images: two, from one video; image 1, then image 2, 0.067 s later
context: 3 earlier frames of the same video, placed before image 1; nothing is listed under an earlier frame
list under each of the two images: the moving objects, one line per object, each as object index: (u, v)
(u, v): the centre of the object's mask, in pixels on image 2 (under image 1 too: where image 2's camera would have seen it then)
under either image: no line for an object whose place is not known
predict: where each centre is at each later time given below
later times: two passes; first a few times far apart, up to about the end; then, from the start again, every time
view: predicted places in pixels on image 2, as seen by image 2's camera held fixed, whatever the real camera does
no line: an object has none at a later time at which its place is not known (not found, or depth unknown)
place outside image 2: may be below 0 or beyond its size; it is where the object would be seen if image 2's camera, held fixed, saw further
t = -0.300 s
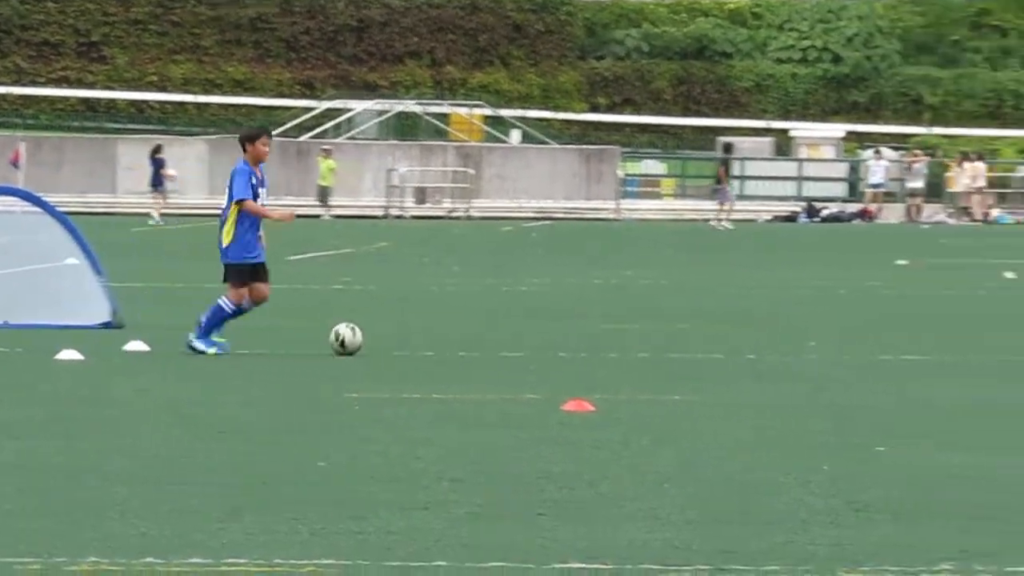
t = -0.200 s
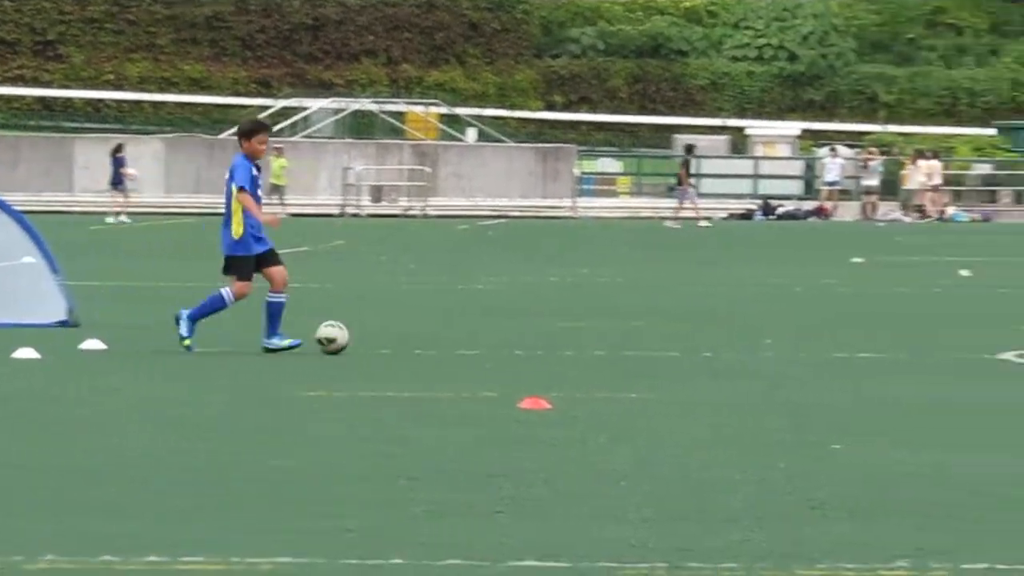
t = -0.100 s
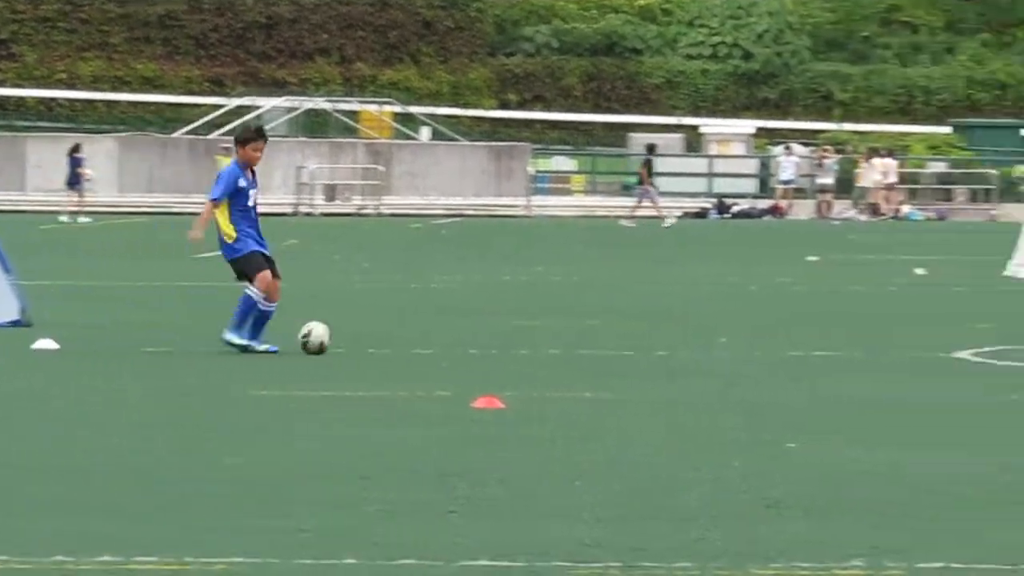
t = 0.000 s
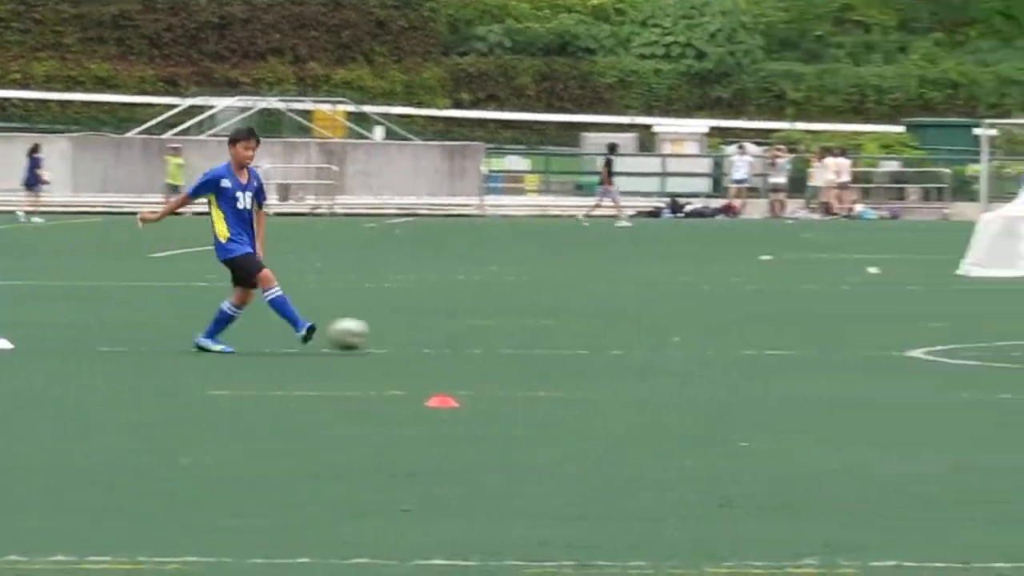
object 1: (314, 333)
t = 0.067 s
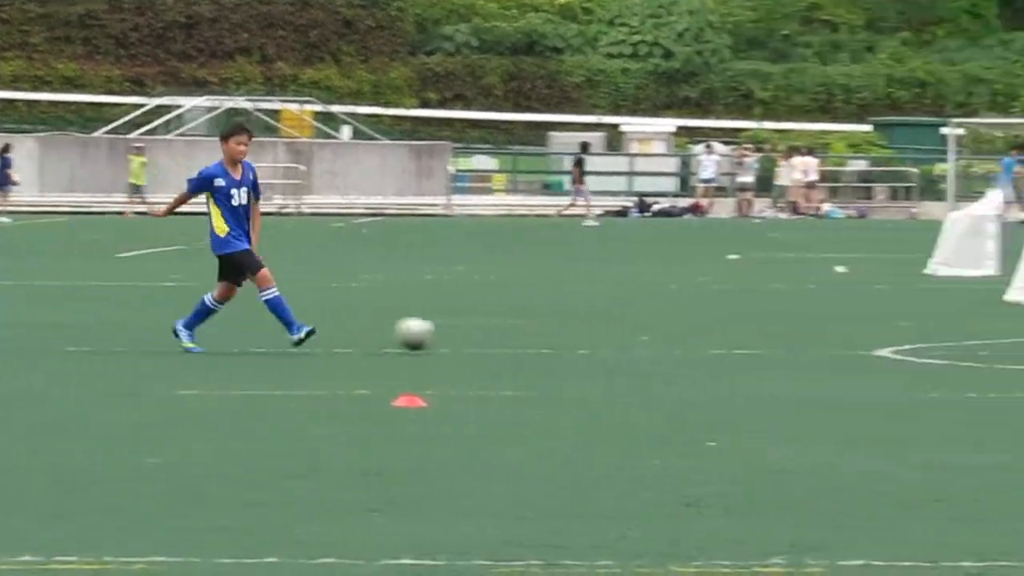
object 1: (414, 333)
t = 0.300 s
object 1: (715, 336)
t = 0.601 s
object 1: (1008, 335)
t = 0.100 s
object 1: (463, 336)
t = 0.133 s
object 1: (509, 336)
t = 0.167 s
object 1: (552, 334)
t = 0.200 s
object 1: (594, 333)
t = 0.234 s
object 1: (636, 334)
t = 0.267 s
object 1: (678, 336)
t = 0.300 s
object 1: (715, 336)
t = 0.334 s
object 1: (751, 334)
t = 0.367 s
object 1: (786, 332)
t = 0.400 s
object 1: (821, 332)
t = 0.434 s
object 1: (856, 334)
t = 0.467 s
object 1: (890, 337)
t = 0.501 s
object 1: (921, 335)
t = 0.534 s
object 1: (950, 334)
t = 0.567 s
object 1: (979, 333)
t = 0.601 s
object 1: (1008, 335)
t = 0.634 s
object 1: (1036, 338)
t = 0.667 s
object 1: (1058, 338)
